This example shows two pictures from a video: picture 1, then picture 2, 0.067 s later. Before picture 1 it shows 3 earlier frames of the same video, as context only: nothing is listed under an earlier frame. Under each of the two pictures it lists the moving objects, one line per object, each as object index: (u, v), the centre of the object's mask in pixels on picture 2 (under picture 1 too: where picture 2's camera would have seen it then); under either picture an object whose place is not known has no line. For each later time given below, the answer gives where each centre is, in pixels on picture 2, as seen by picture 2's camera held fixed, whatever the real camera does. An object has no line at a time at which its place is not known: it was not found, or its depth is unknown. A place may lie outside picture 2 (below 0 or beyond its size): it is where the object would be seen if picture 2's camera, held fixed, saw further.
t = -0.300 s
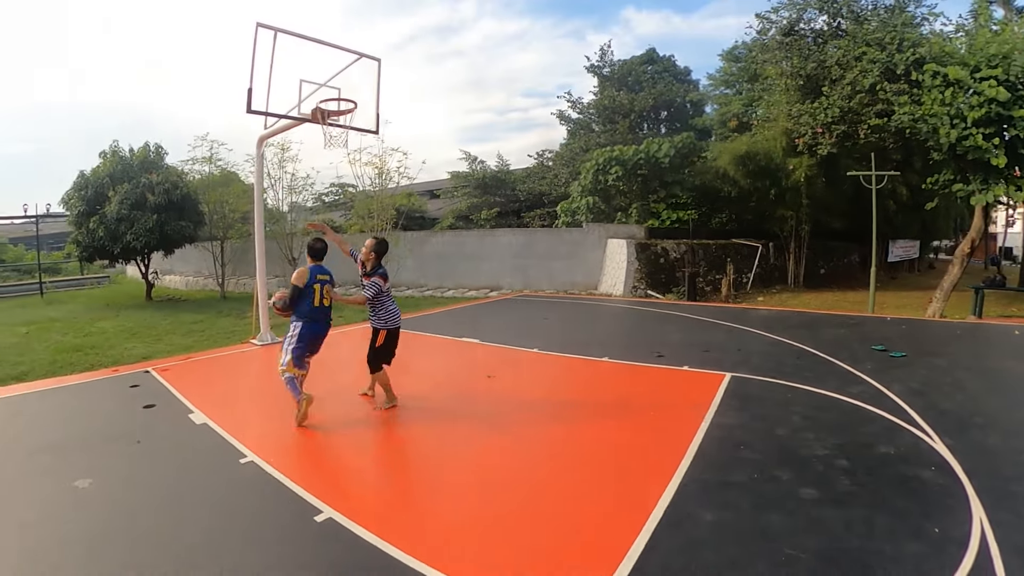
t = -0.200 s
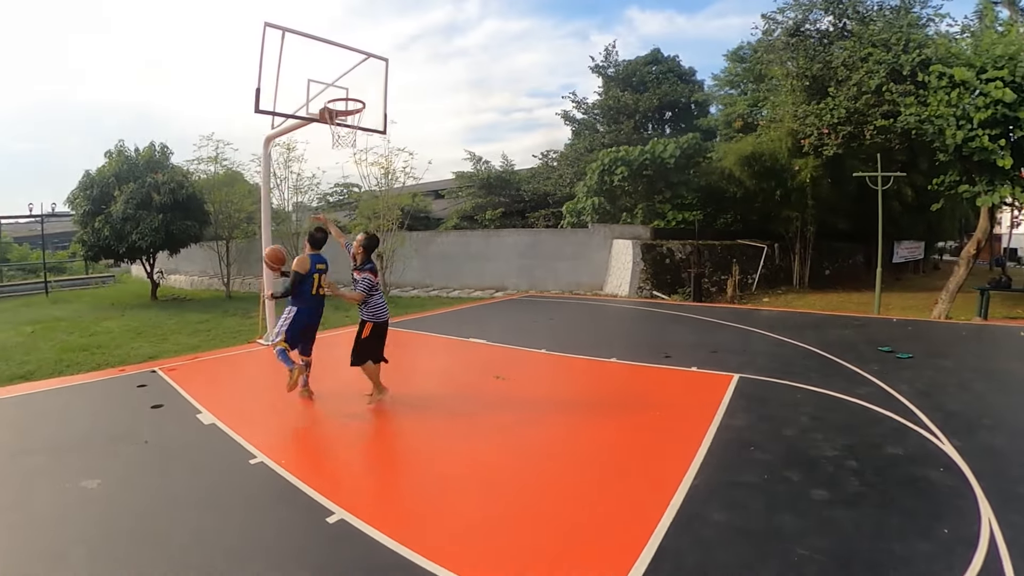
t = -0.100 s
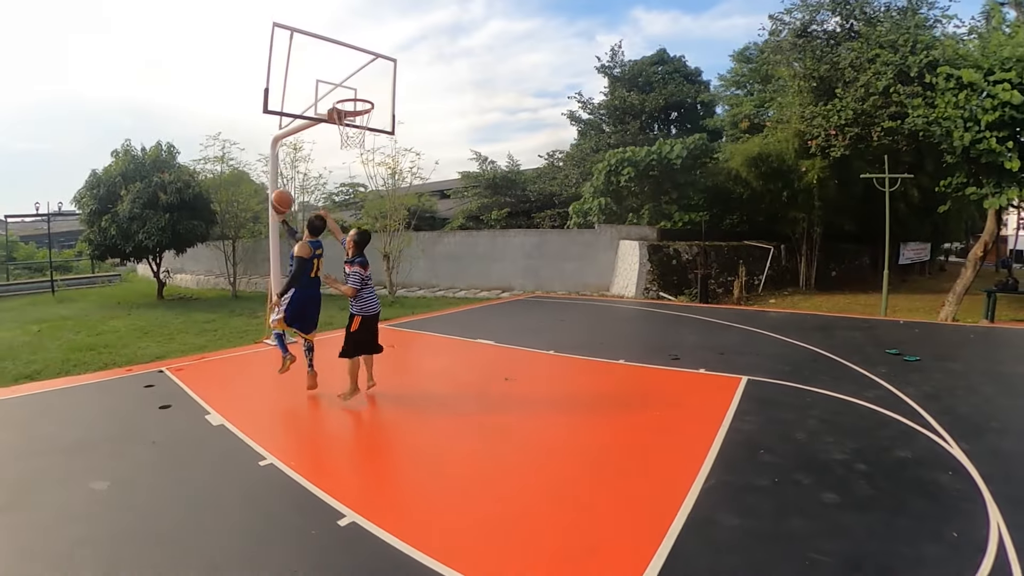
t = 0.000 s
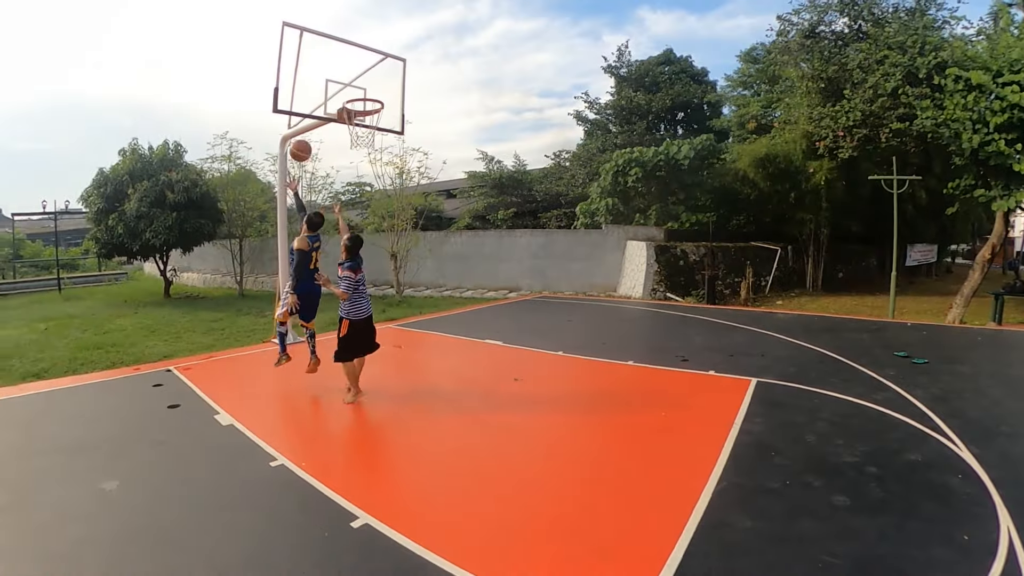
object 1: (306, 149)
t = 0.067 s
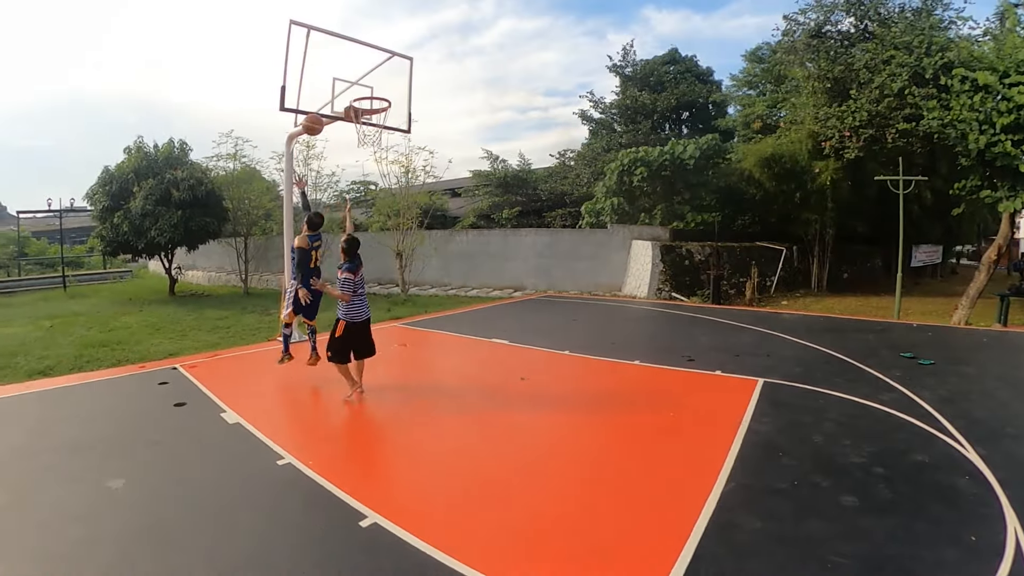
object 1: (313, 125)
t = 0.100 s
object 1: (317, 111)
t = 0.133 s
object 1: (321, 99)
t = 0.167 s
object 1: (323, 94)
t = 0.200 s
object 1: (327, 85)
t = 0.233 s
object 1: (331, 78)
